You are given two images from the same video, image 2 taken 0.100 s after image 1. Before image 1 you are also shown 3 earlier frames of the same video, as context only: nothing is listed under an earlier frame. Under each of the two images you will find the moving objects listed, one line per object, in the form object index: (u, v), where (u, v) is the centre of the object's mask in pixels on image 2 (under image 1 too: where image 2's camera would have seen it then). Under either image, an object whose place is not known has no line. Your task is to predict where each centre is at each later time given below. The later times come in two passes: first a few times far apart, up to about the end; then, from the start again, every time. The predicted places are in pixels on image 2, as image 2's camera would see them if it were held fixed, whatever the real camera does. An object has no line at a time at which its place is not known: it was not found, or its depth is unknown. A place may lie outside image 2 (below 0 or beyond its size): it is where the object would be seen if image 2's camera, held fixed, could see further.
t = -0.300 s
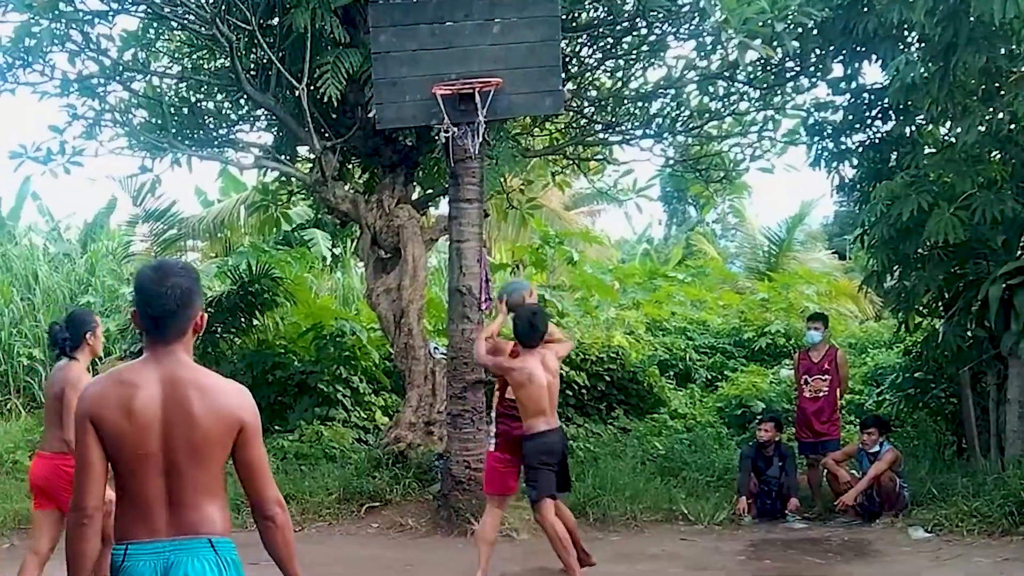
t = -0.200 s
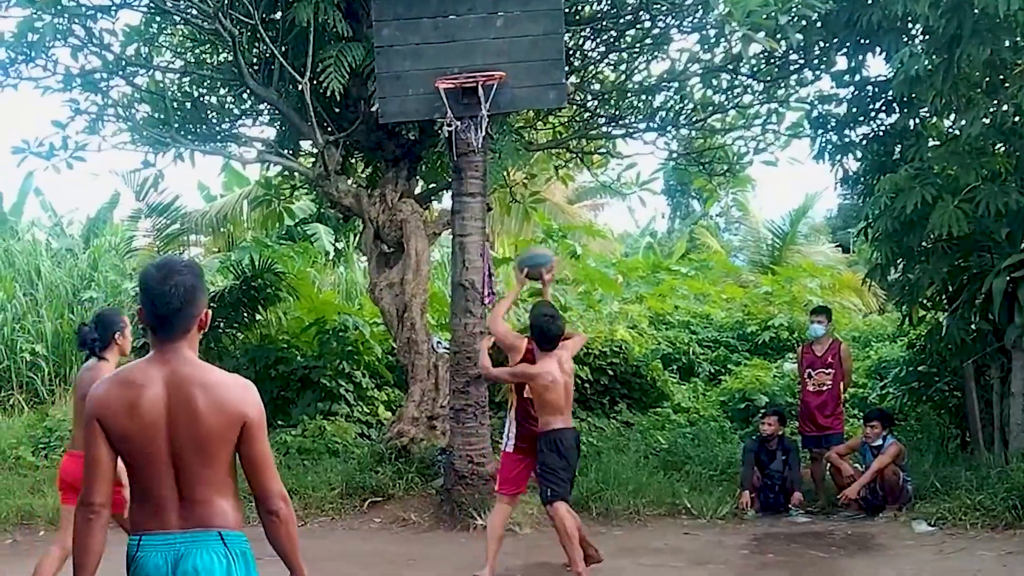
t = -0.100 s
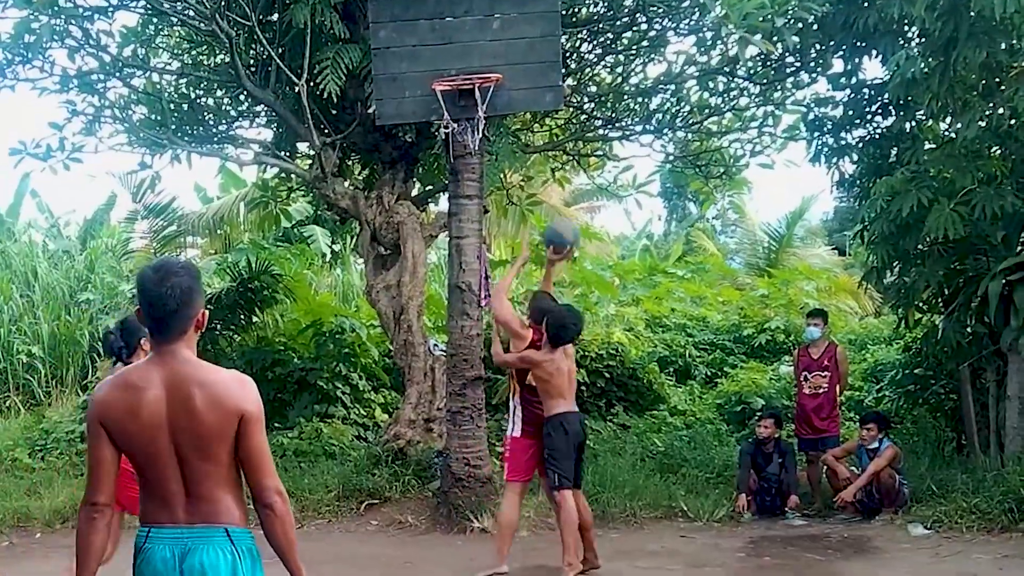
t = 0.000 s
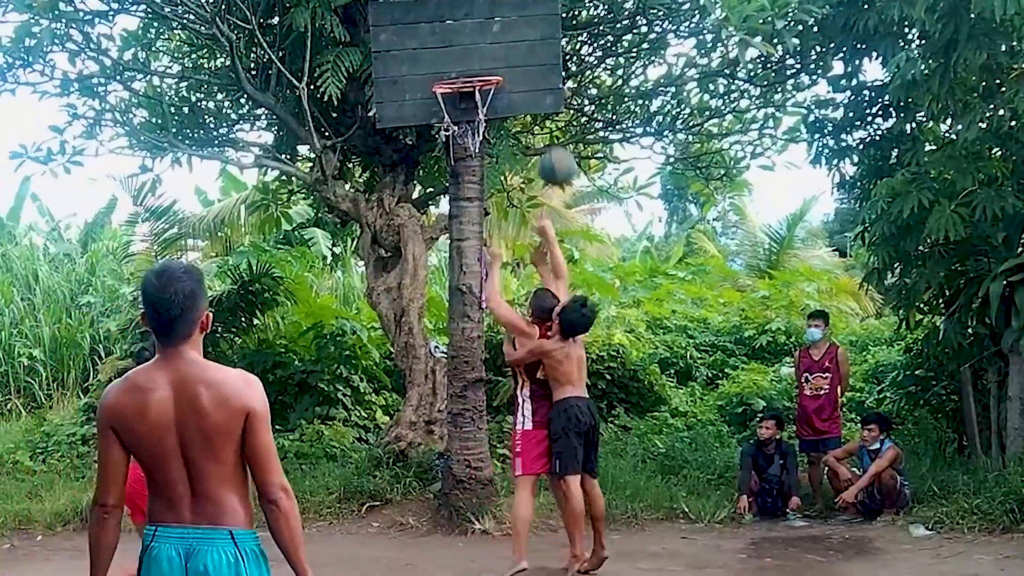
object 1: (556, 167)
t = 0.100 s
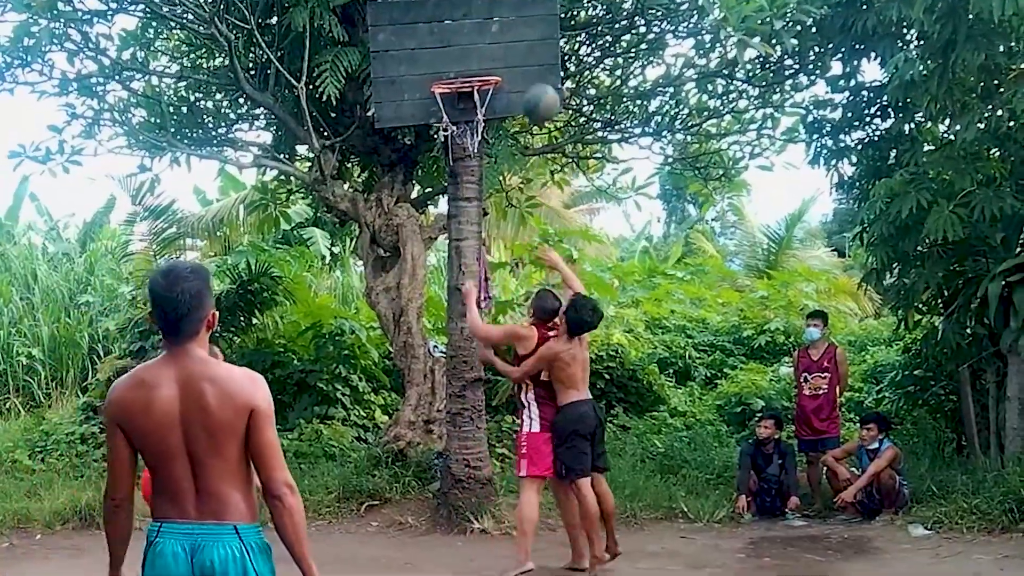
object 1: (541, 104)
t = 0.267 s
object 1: (522, 46)
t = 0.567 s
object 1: (506, 68)
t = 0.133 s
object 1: (537, 87)
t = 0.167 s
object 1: (532, 71)
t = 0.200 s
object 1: (526, 58)
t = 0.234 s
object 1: (523, 52)
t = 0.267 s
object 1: (522, 46)
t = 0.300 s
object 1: (519, 43)
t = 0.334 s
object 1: (517, 41)
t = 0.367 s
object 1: (514, 41)
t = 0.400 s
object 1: (511, 44)
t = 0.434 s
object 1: (509, 48)
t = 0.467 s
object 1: (507, 53)
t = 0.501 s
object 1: (504, 61)
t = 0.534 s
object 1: (505, 65)
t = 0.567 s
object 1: (506, 68)
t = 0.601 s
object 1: (507, 73)
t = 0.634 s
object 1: (508, 80)
